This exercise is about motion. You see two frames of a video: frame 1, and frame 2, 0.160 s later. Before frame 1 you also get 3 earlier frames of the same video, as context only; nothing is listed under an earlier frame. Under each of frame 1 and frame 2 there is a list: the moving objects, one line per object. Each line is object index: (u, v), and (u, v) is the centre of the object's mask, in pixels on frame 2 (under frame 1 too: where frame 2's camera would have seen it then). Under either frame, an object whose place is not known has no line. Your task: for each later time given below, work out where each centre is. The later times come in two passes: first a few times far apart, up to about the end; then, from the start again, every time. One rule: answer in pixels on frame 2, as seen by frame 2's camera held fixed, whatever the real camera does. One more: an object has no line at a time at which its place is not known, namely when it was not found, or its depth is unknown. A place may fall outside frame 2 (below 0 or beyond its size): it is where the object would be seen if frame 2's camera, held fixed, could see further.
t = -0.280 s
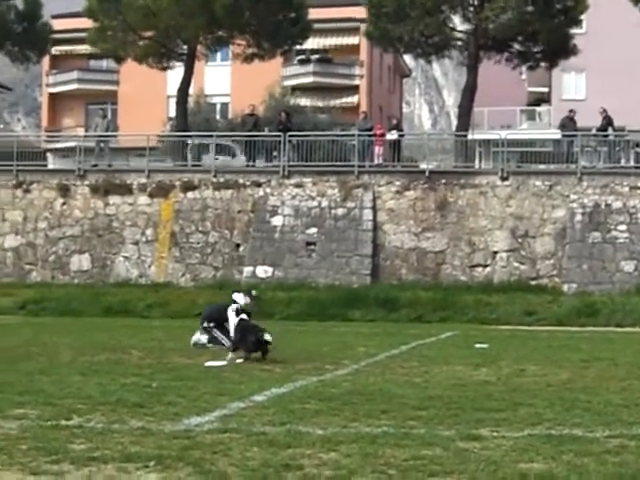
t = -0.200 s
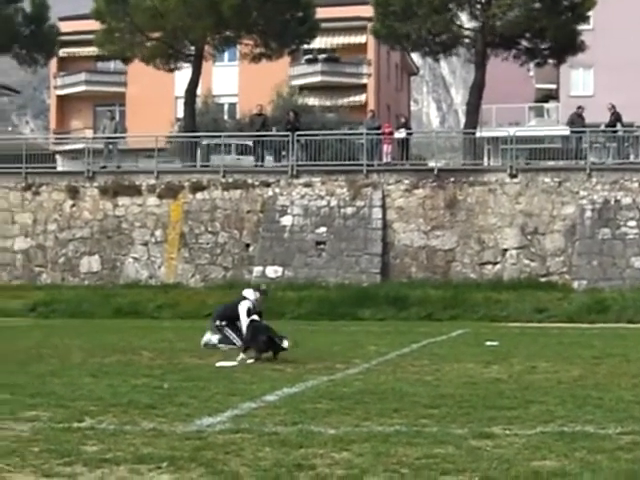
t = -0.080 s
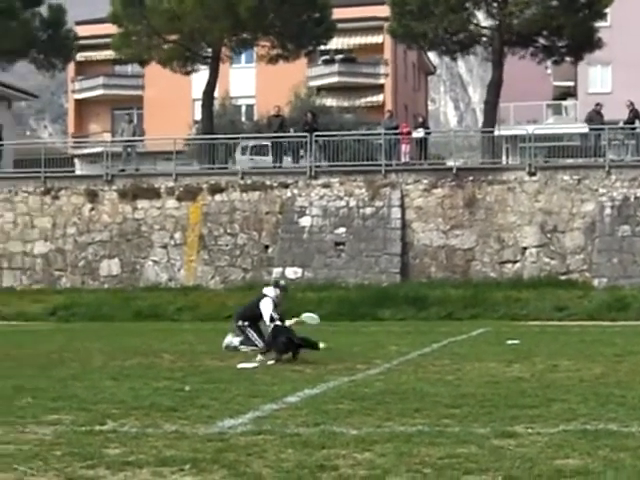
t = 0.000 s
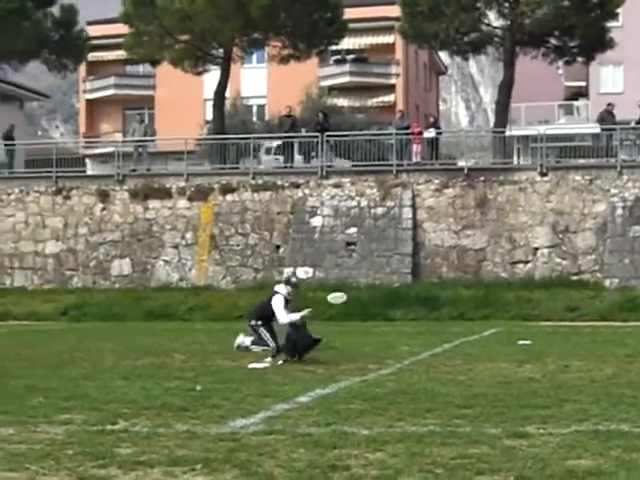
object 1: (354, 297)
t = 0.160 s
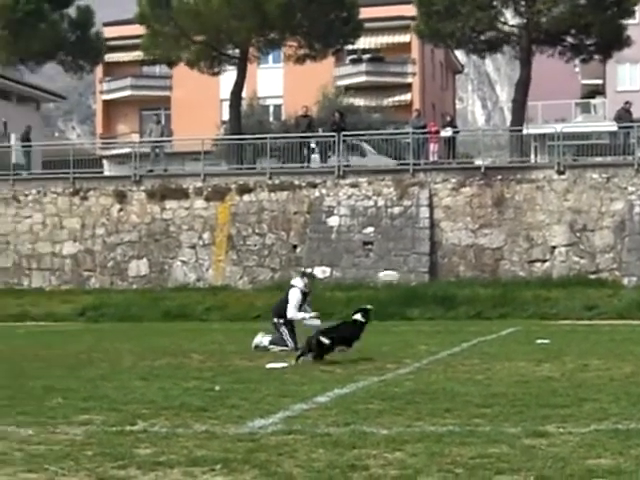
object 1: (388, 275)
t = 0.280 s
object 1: (416, 269)
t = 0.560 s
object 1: (490, 265)
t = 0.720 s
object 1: (542, 266)
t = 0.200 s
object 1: (398, 272)
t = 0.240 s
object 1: (406, 271)
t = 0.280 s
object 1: (416, 269)
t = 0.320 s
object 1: (427, 268)
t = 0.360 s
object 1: (436, 267)
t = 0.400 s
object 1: (447, 267)
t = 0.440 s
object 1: (458, 266)
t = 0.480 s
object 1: (469, 266)
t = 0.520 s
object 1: (479, 266)
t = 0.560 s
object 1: (490, 265)
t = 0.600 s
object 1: (503, 264)
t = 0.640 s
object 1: (516, 264)
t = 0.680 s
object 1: (528, 265)
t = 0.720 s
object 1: (542, 266)
